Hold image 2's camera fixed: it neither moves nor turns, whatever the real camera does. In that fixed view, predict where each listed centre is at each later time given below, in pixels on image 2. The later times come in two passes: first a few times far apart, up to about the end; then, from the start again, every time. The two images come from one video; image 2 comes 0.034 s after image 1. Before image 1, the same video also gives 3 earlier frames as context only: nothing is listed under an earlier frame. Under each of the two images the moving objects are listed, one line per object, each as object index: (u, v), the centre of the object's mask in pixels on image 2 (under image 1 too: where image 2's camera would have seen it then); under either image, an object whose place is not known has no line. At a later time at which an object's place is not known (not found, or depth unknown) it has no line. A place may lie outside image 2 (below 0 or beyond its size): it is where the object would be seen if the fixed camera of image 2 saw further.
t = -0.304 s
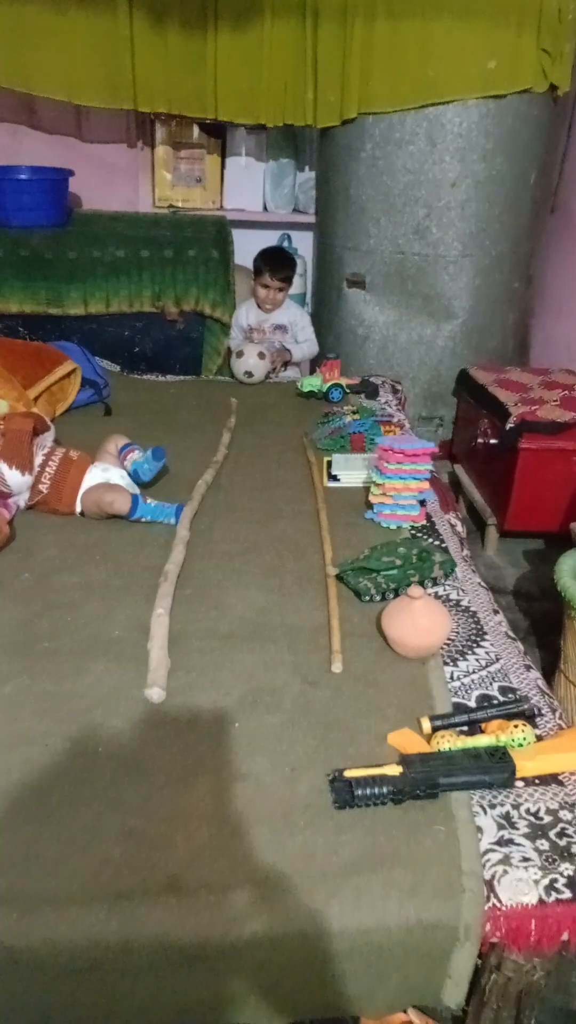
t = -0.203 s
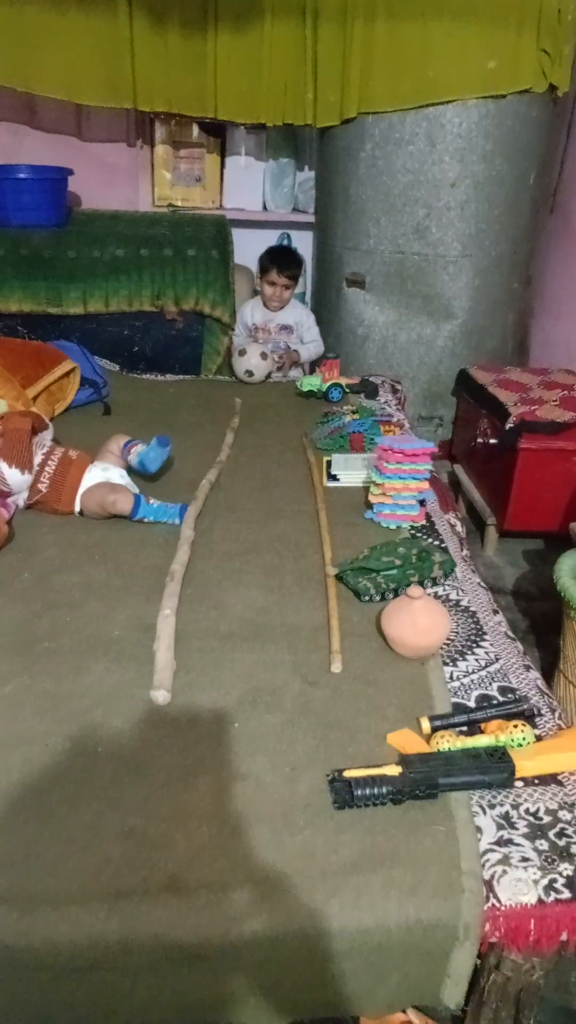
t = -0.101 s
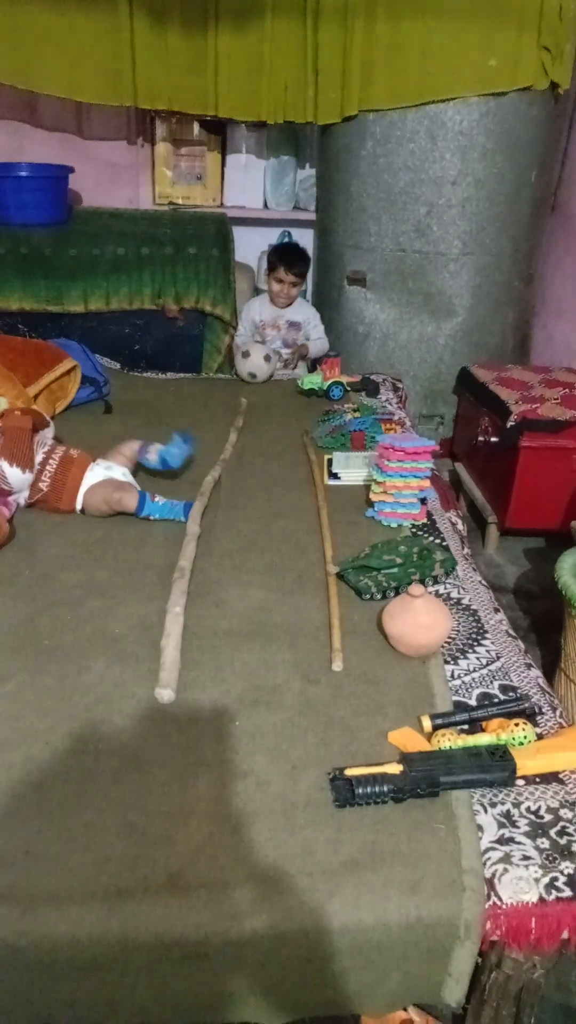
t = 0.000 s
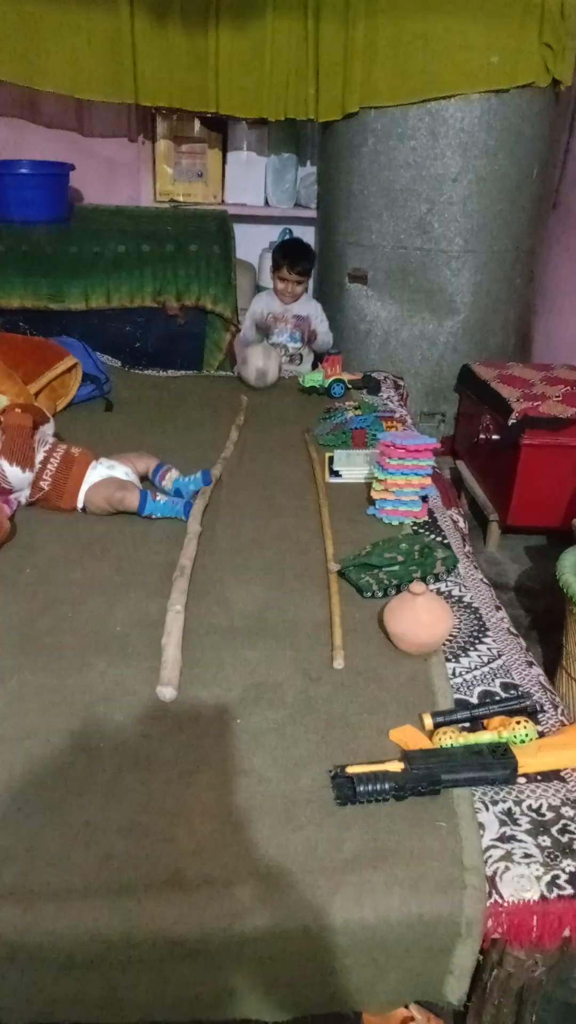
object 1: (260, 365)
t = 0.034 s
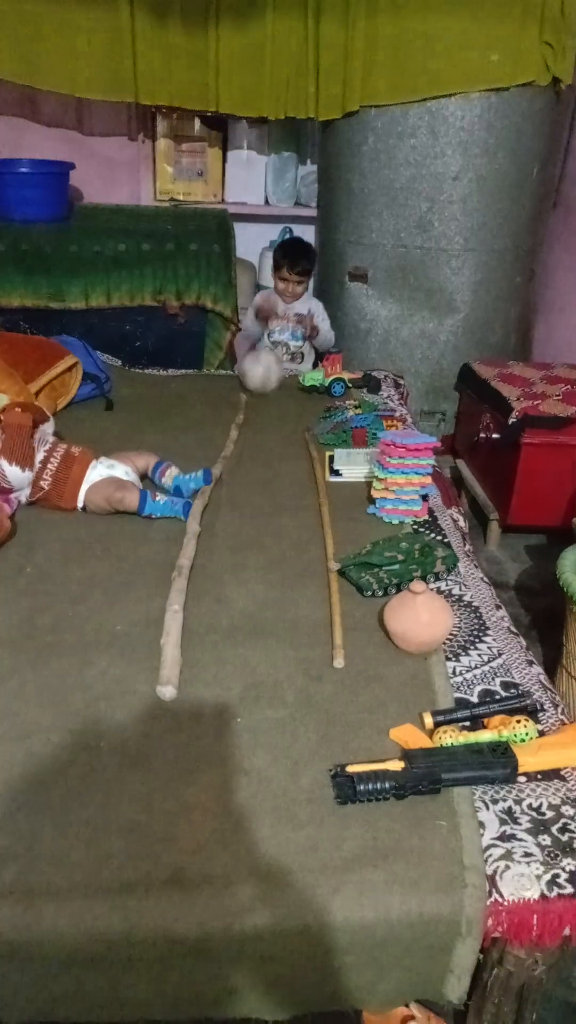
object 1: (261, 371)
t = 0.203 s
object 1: (273, 393)
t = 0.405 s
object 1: (292, 419)
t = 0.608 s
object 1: (286, 448)
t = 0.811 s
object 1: (276, 474)
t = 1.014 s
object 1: (258, 499)
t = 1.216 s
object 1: (231, 525)
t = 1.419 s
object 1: (231, 546)
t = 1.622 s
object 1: (232, 557)
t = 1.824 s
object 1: (233, 559)
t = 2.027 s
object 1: (227, 556)
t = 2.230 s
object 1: (224, 552)
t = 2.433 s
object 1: (224, 545)
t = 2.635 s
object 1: (223, 541)
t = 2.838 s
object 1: (223, 542)
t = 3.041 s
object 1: (223, 542)
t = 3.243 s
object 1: (222, 542)
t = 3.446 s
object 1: (222, 542)
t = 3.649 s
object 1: (222, 542)
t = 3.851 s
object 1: (222, 542)
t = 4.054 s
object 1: (222, 542)
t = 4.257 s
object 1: (222, 542)
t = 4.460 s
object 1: (222, 542)
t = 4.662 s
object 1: (222, 542)
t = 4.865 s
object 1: (222, 542)
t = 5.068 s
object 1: (222, 542)
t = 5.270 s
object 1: (222, 543)
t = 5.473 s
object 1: (222, 542)
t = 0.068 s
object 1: (263, 379)
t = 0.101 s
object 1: (263, 382)
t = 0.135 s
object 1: (265, 384)
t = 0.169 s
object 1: (268, 387)
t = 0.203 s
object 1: (273, 393)
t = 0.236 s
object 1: (277, 400)
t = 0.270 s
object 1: (281, 403)
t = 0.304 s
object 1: (285, 406)
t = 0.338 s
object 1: (290, 412)
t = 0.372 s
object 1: (291, 415)
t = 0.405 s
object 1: (292, 419)
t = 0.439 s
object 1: (291, 424)
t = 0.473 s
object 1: (291, 429)
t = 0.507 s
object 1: (289, 434)
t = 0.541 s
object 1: (288, 438)
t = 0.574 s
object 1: (287, 444)
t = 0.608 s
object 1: (286, 448)
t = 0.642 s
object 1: (285, 453)
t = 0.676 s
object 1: (283, 457)
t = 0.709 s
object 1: (281, 462)
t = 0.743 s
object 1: (280, 464)
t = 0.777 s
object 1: (278, 468)
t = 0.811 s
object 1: (276, 474)
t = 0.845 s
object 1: (274, 479)
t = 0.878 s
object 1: (271, 486)
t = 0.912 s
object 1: (269, 488)
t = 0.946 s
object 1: (266, 490)
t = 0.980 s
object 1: (262, 496)
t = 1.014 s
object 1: (258, 499)
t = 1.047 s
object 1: (255, 503)
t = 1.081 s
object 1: (251, 507)
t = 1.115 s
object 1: (246, 511)
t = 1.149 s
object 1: (241, 516)
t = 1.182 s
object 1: (237, 521)
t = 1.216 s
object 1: (231, 525)
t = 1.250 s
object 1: (230, 527)
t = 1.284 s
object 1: (230, 532)
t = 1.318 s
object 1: (230, 536)
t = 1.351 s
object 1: (231, 539)
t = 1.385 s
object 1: (231, 543)
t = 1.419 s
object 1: (231, 546)
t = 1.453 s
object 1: (230, 549)
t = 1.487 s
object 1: (230, 551)
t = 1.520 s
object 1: (230, 553)
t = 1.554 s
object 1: (231, 554)
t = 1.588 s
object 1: (231, 556)
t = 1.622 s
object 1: (232, 557)
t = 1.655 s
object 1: (232, 558)
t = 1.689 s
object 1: (233, 559)
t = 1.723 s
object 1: (233, 559)
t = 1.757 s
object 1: (234, 559)
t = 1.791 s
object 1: (233, 559)
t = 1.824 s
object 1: (233, 559)
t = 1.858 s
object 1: (232, 559)
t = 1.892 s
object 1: (231, 558)
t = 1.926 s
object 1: (230, 558)
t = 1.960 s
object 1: (229, 557)
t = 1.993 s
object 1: (228, 557)
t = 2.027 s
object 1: (227, 556)
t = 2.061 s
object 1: (225, 556)
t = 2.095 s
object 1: (224, 555)
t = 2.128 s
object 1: (224, 554)
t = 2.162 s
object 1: (224, 553)
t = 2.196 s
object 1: (224, 552)
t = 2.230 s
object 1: (224, 552)
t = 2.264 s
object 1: (224, 551)
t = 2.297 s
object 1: (224, 550)
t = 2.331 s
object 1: (224, 548)
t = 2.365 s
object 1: (224, 547)
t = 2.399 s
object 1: (224, 546)
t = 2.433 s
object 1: (224, 545)
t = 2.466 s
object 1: (224, 544)
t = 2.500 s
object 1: (224, 543)
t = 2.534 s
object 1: (224, 542)
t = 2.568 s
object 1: (224, 541)
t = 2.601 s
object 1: (223, 541)
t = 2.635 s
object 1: (223, 541)
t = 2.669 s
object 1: (223, 540)
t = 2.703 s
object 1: (223, 541)
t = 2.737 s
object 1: (223, 541)
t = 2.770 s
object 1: (223, 541)
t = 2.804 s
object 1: (223, 541)
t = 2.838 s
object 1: (223, 542)
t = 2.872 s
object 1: (223, 542)
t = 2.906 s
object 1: (222, 542)
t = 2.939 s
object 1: (223, 542)
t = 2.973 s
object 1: (223, 542)
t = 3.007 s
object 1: (223, 542)
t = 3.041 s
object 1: (223, 542)
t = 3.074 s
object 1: (223, 542)
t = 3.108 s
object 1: (223, 542)
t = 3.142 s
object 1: (223, 542)
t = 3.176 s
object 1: (223, 542)
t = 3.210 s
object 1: (223, 542)
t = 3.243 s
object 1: (222, 542)
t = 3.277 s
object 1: (222, 542)
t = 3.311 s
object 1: (222, 542)
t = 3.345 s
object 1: (222, 542)
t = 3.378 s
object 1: (222, 542)
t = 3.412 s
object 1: (222, 542)
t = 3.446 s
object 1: (222, 542)
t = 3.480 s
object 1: (222, 542)
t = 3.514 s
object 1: (222, 542)
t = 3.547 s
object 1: (222, 542)
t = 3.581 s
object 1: (222, 542)
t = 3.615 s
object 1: (222, 542)
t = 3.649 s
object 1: (222, 542)
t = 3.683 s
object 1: (222, 542)
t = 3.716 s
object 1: (222, 542)
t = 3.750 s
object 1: (222, 542)
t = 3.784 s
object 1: (222, 542)
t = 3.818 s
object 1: (222, 542)
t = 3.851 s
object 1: (222, 542)
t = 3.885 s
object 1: (222, 542)
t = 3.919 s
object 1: (222, 542)
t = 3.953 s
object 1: (222, 542)
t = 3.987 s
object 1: (222, 542)
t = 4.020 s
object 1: (222, 542)
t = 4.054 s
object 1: (222, 542)
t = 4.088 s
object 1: (222, 542)
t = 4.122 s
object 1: (222, 542)
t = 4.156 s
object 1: (222, 542)
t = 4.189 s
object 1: (222, 542)
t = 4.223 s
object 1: (222, 542)
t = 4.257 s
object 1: (222, 542)
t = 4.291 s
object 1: (222, 542)
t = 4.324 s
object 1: (222, 542)
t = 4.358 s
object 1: (222, 542)
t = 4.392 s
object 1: (222, 542)
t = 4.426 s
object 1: (222, 542)
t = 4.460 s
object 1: (222, 542)
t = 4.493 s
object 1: (222, 542)
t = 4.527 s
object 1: (222, 542)
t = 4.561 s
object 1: (222, 543)
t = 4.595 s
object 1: (222, 542)
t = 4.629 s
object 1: (222, 542)
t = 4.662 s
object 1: (222, 542)
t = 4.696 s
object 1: (222, 542)
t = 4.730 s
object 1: (222, 543)
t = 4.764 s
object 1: (221, 543)
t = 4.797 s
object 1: (222, 543)
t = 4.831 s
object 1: (221, 543)
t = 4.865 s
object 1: (222, 542)
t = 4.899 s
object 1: (221, 542)
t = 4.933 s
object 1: (221, 542)
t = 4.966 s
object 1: (222, 542)
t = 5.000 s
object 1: (222, 542)
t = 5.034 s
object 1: (222, 542)
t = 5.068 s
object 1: (222, 542)
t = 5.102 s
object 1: (222, 542)
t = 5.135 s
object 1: (222, 542)
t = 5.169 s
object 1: (222, 542)
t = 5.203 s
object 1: (222, 542)
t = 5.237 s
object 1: (222, 543)
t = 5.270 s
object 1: (222, 543)
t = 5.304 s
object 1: (221, 542)
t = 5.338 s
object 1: (221, 542)
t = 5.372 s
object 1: (221, 542)
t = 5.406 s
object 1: (221, 542)
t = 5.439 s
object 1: (222, 542)
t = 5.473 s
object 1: (222, 542)
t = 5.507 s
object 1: (221, 542)
